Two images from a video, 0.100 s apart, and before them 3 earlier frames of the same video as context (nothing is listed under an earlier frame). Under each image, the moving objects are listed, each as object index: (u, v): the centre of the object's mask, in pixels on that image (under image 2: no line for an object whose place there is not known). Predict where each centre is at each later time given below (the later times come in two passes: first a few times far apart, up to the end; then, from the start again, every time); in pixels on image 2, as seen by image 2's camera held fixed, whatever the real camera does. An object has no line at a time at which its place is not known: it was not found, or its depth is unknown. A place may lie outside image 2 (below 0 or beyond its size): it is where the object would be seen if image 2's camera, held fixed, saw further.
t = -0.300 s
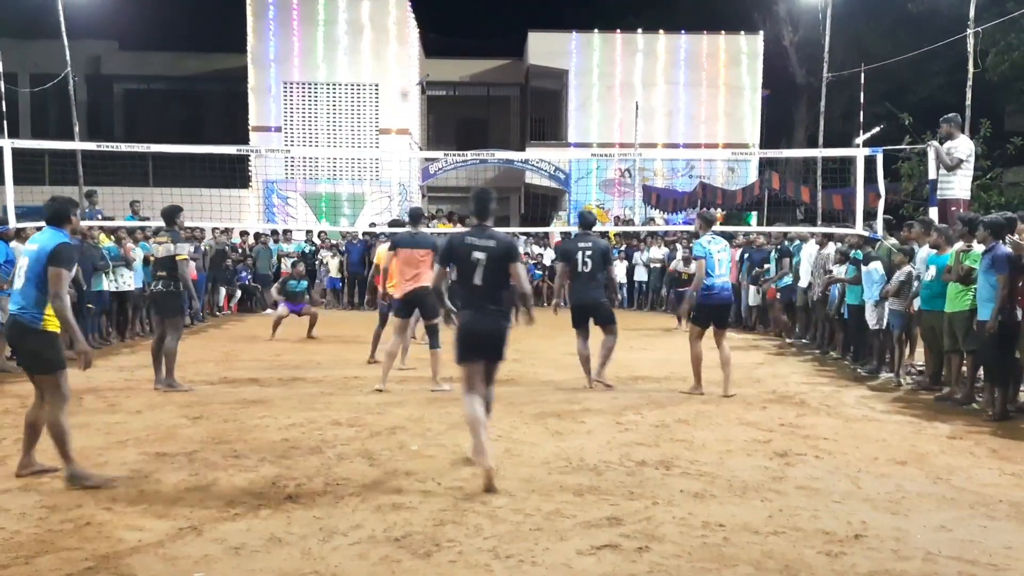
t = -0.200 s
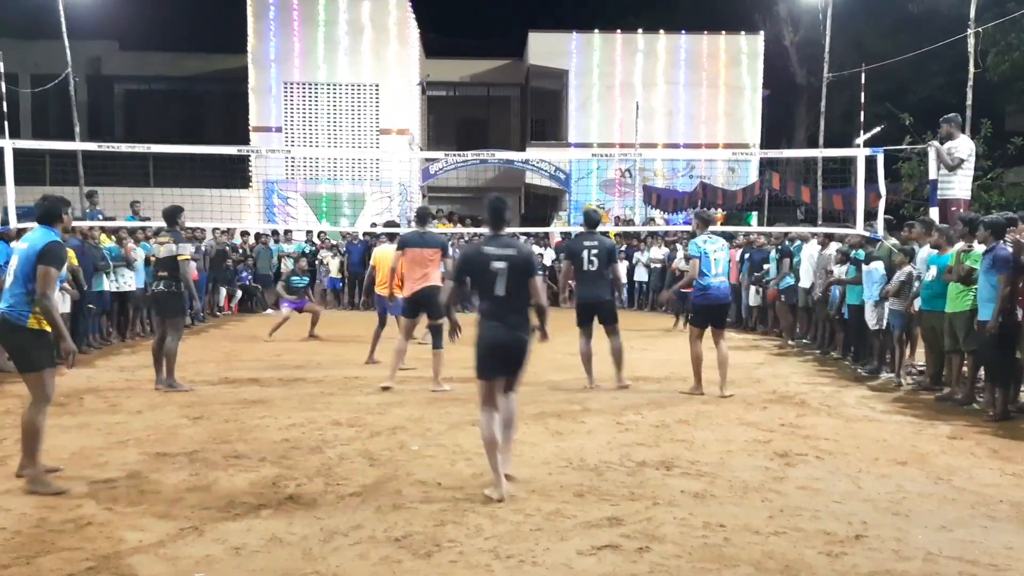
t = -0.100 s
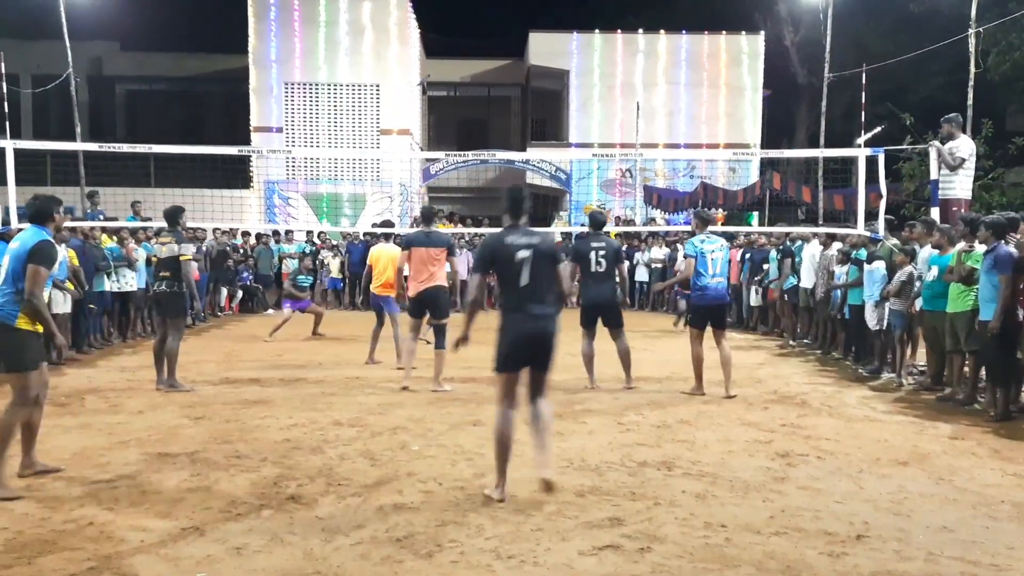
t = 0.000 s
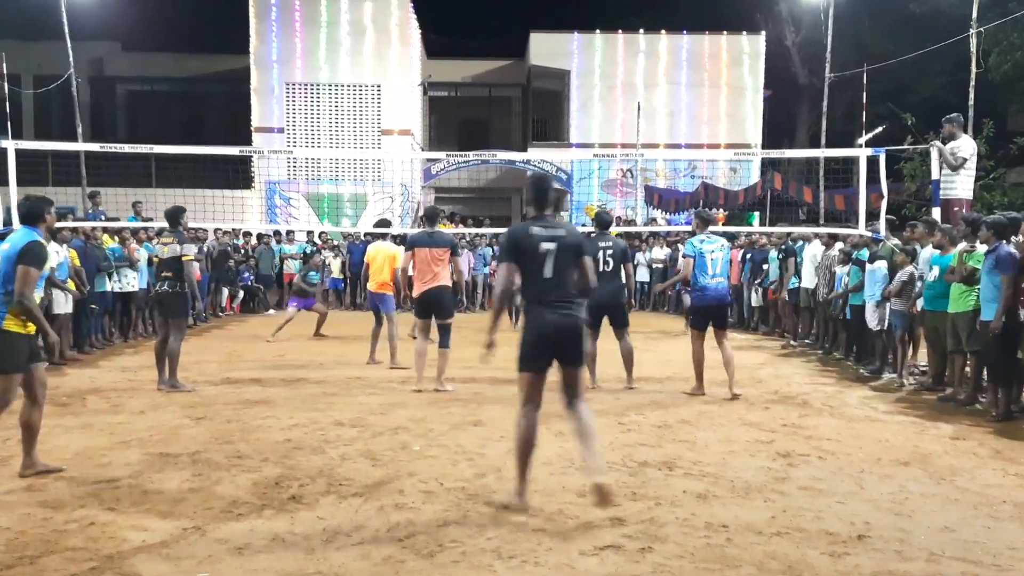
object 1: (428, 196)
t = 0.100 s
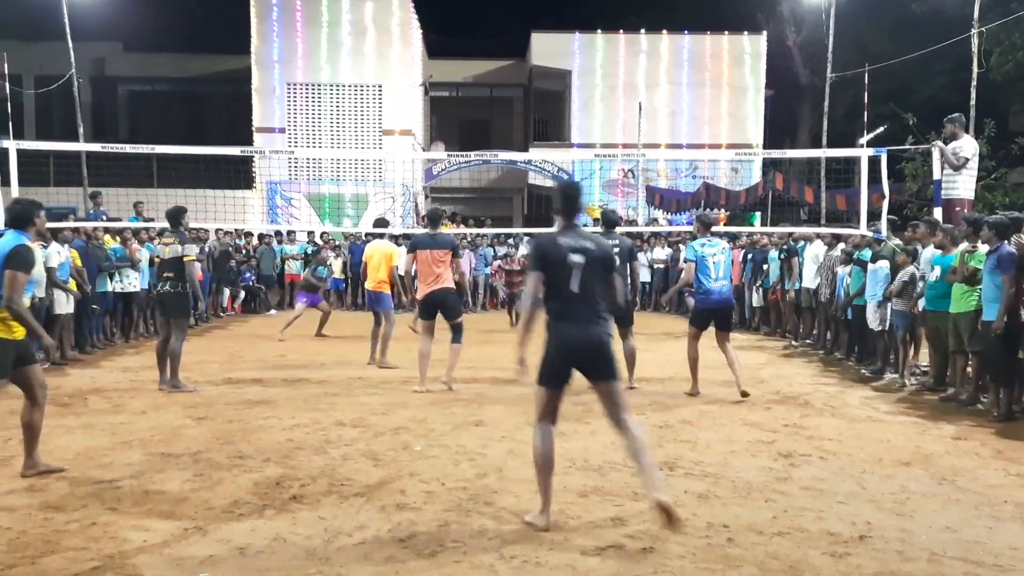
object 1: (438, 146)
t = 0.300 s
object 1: (454, 76)
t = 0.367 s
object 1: (460, 57)
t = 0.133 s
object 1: (439, 139)
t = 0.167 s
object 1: (442, 125)
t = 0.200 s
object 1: (445, 112)
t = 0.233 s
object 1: (448, 100)
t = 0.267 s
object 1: (451, 88)
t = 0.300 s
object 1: (454, 76)
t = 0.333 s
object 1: (457, 66)
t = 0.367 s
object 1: (460, 57)
